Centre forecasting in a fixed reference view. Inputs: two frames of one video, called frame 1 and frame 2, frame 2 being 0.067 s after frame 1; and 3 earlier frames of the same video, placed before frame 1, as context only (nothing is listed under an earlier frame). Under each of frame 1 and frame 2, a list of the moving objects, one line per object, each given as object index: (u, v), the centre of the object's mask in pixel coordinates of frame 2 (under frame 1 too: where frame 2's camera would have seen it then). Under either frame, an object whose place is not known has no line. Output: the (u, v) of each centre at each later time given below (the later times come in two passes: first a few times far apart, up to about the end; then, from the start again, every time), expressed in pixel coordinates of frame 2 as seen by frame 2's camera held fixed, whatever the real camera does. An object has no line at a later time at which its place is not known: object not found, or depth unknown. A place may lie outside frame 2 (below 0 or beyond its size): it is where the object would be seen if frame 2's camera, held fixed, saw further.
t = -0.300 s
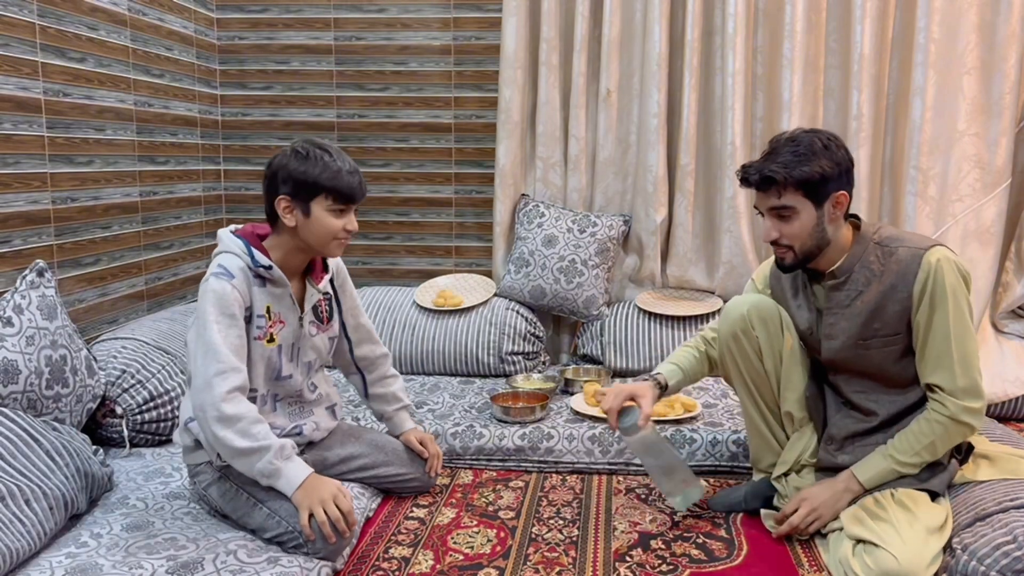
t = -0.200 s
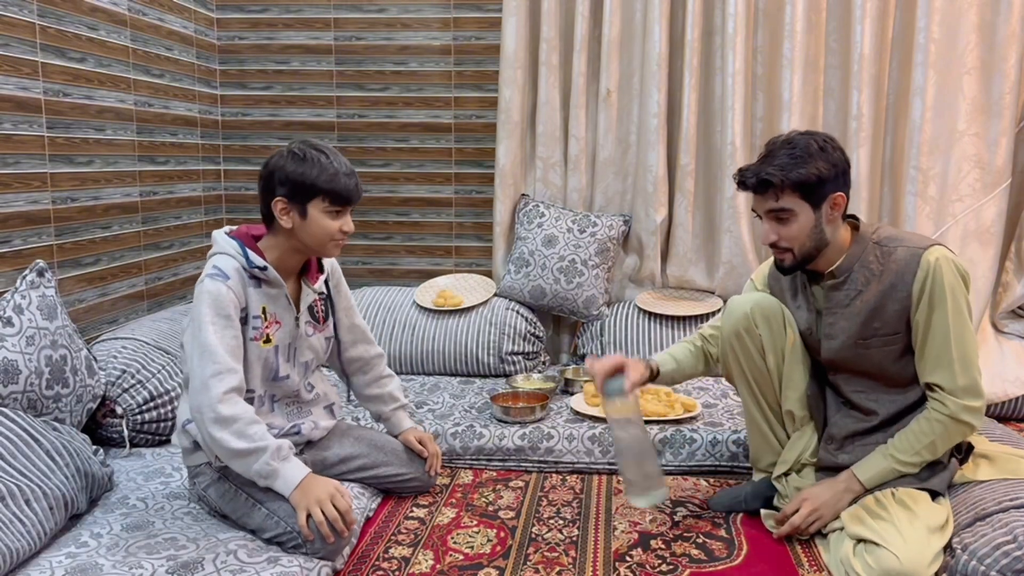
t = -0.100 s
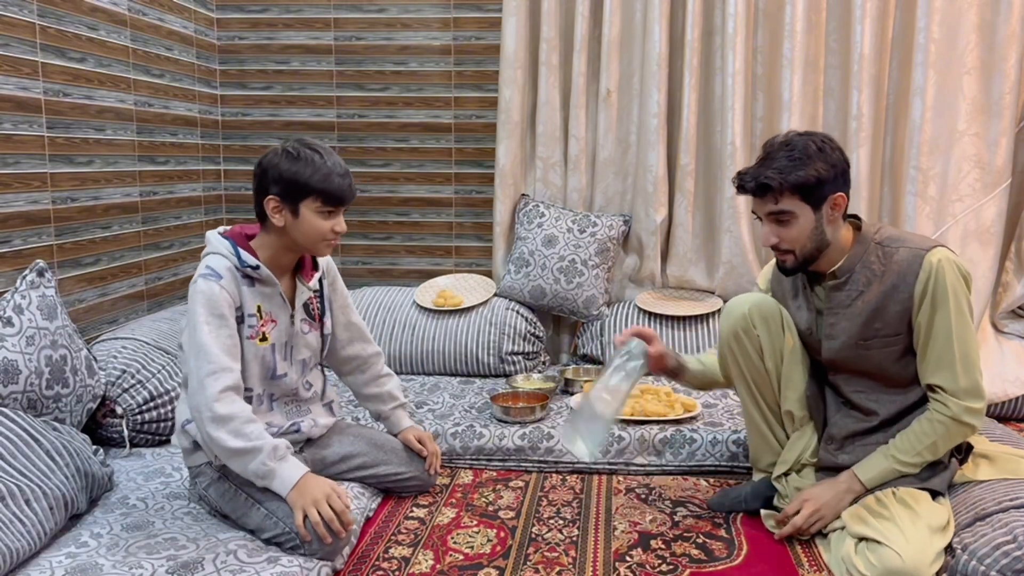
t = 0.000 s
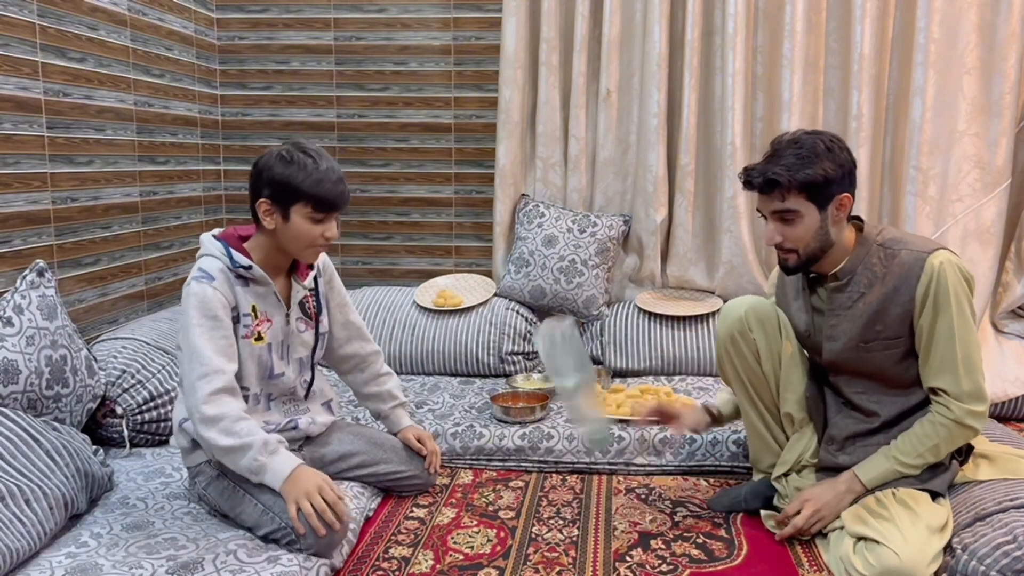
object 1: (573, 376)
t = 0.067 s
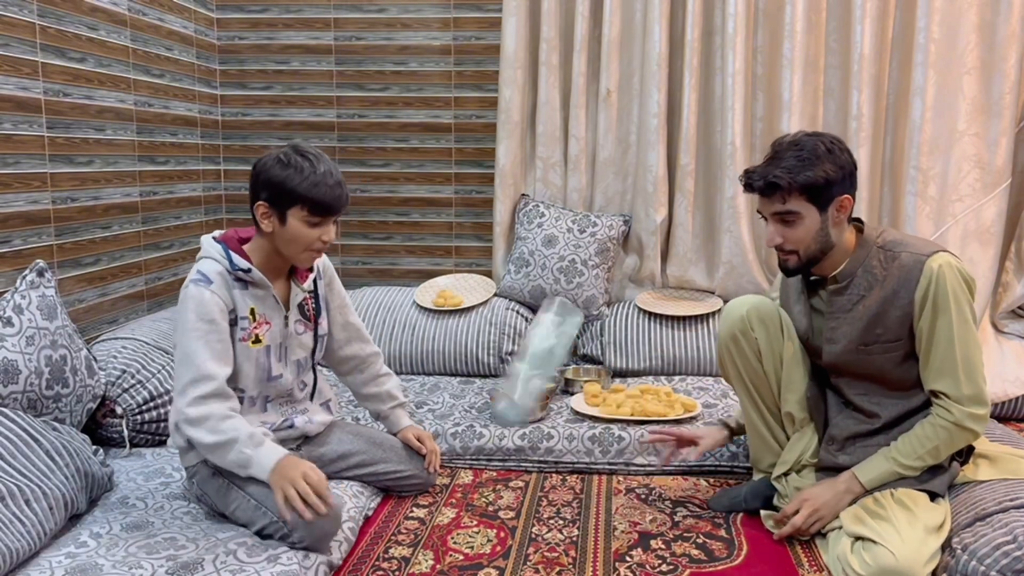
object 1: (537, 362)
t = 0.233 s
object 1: (495, 392)
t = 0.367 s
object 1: (463, 500)
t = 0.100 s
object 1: (525, 350)
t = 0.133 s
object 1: (517, 348)
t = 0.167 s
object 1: (510, 355)
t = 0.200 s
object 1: (502, 370)
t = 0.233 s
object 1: (495, 392)
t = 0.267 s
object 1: (486, 420)
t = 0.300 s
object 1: (478, 454)
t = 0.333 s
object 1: (469, 499)
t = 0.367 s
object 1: (463, 500)
